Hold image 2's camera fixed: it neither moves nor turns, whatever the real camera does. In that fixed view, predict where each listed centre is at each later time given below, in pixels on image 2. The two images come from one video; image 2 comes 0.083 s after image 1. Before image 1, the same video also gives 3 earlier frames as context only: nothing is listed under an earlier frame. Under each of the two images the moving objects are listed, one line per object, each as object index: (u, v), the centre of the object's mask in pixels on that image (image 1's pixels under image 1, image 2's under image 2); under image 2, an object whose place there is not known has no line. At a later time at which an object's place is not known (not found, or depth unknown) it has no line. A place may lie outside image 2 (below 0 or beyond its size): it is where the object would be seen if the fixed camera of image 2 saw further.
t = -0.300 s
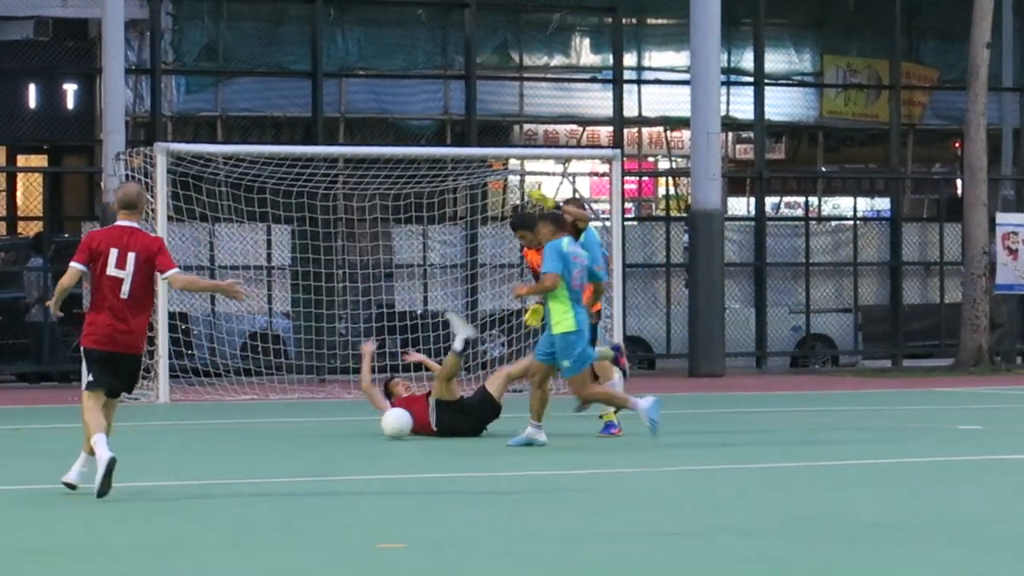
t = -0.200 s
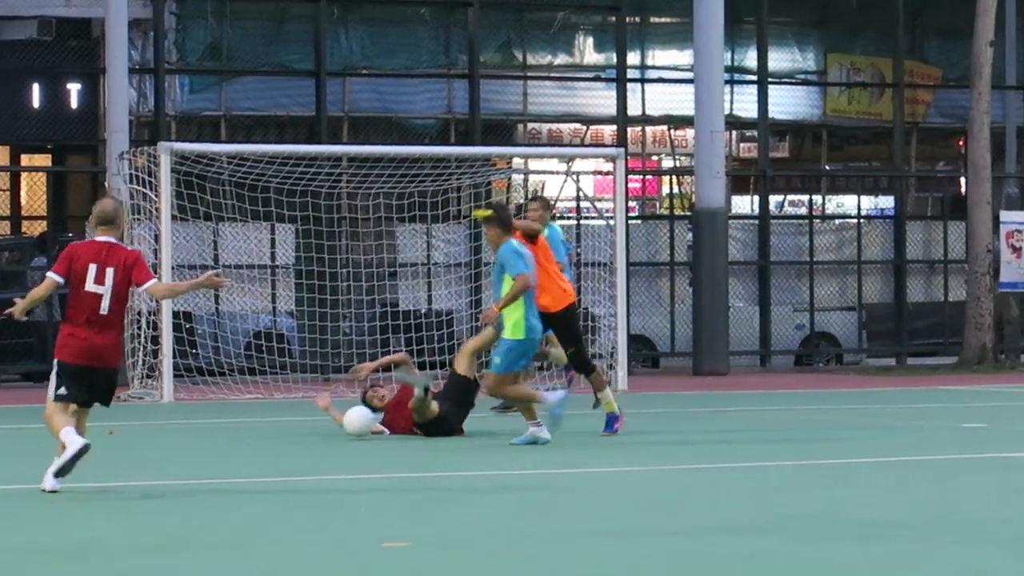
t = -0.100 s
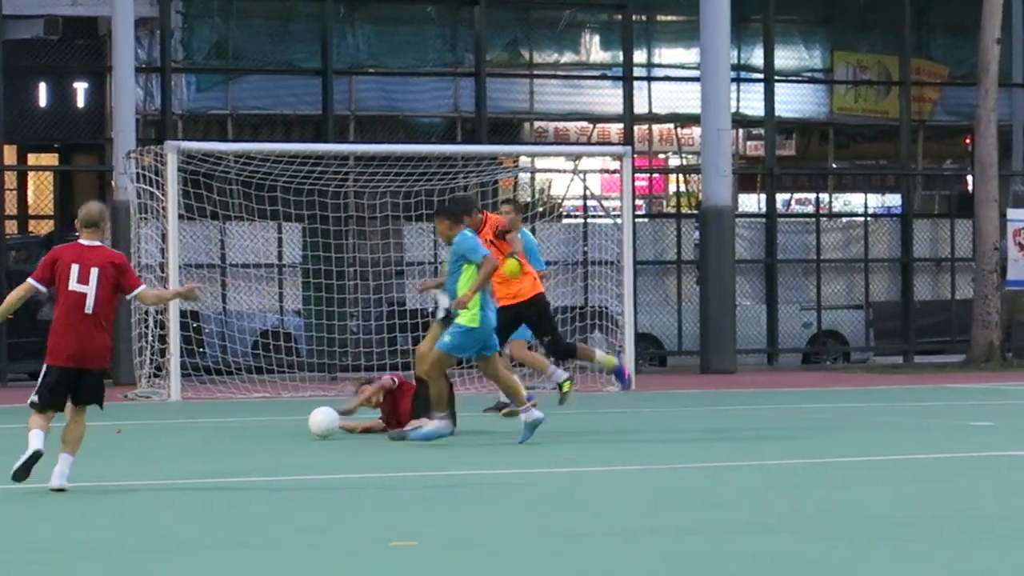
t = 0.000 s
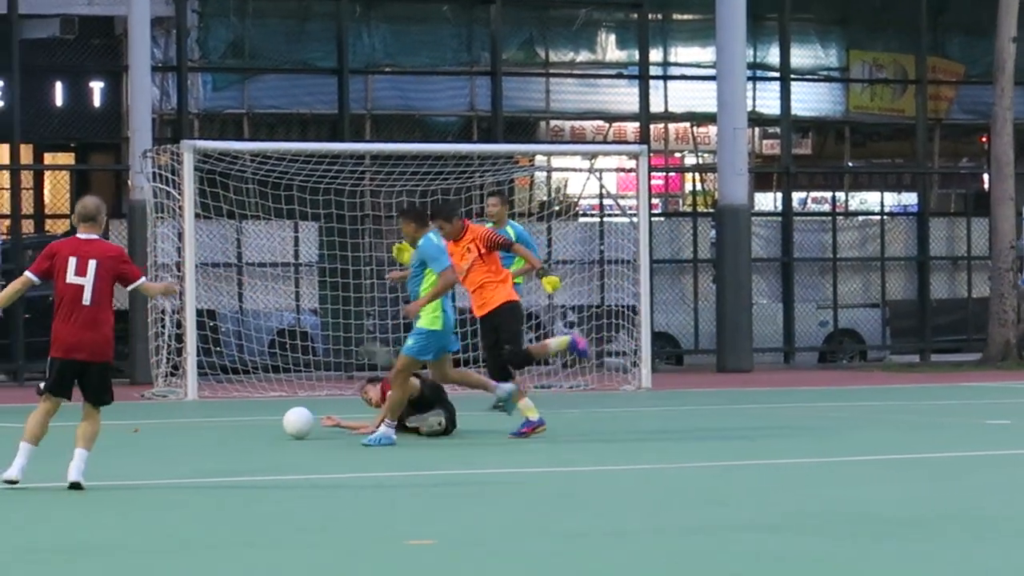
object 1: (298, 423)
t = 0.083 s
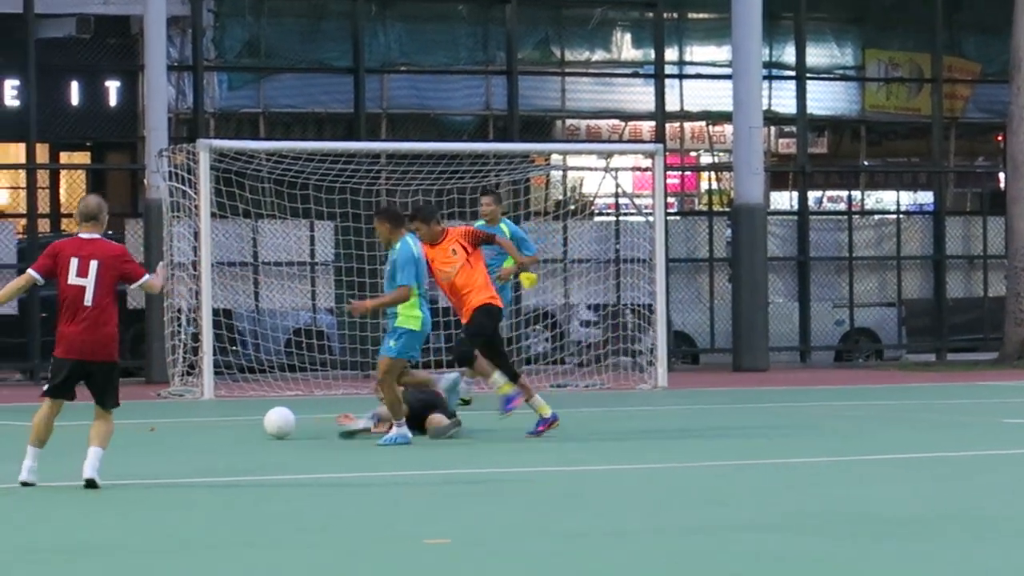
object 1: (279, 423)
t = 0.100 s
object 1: (271, 422)
